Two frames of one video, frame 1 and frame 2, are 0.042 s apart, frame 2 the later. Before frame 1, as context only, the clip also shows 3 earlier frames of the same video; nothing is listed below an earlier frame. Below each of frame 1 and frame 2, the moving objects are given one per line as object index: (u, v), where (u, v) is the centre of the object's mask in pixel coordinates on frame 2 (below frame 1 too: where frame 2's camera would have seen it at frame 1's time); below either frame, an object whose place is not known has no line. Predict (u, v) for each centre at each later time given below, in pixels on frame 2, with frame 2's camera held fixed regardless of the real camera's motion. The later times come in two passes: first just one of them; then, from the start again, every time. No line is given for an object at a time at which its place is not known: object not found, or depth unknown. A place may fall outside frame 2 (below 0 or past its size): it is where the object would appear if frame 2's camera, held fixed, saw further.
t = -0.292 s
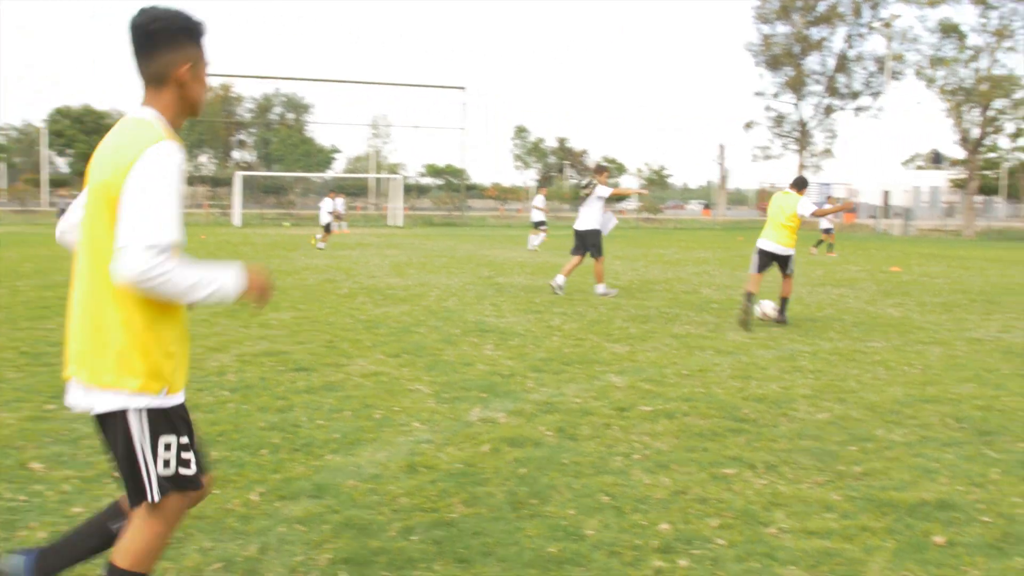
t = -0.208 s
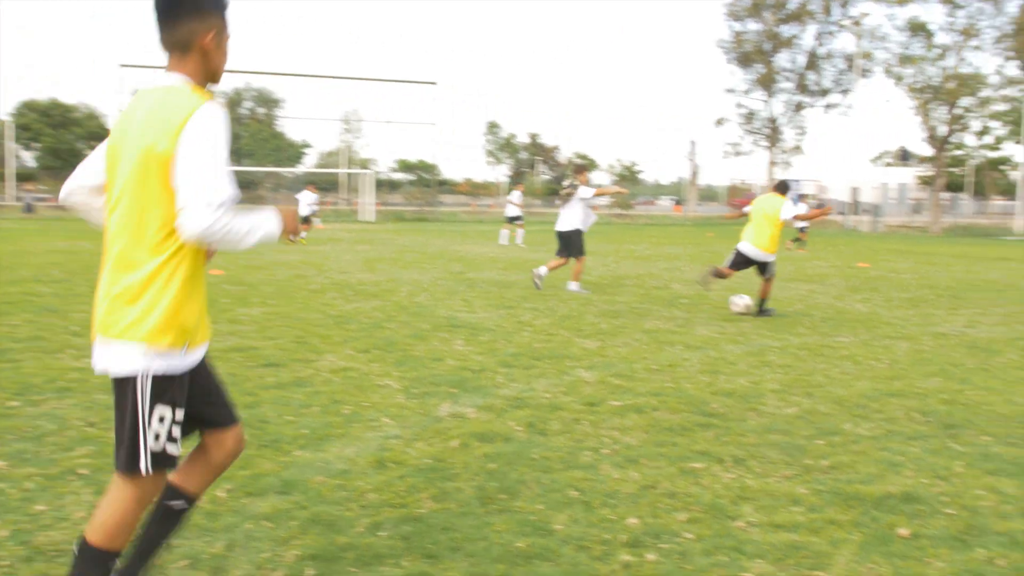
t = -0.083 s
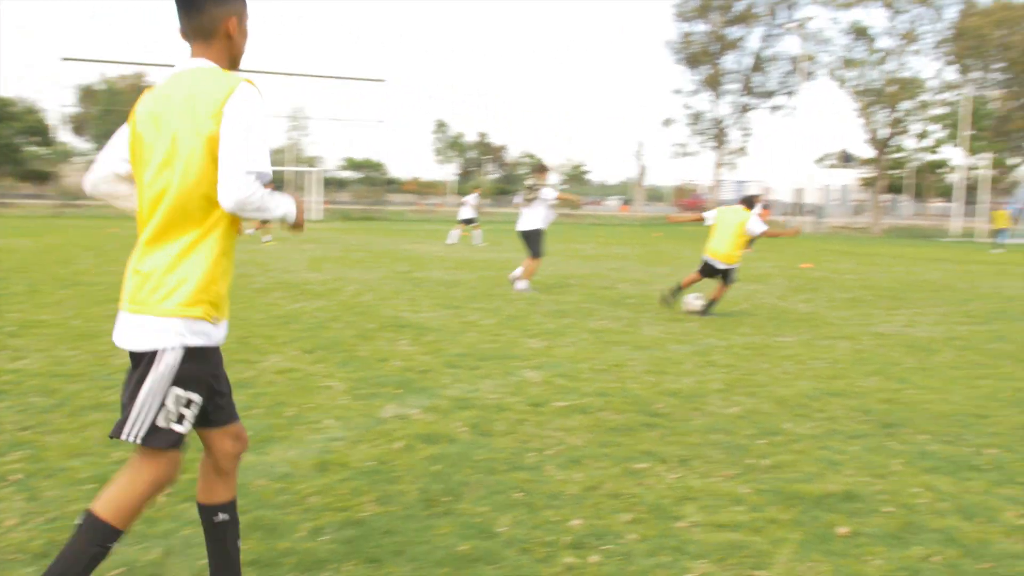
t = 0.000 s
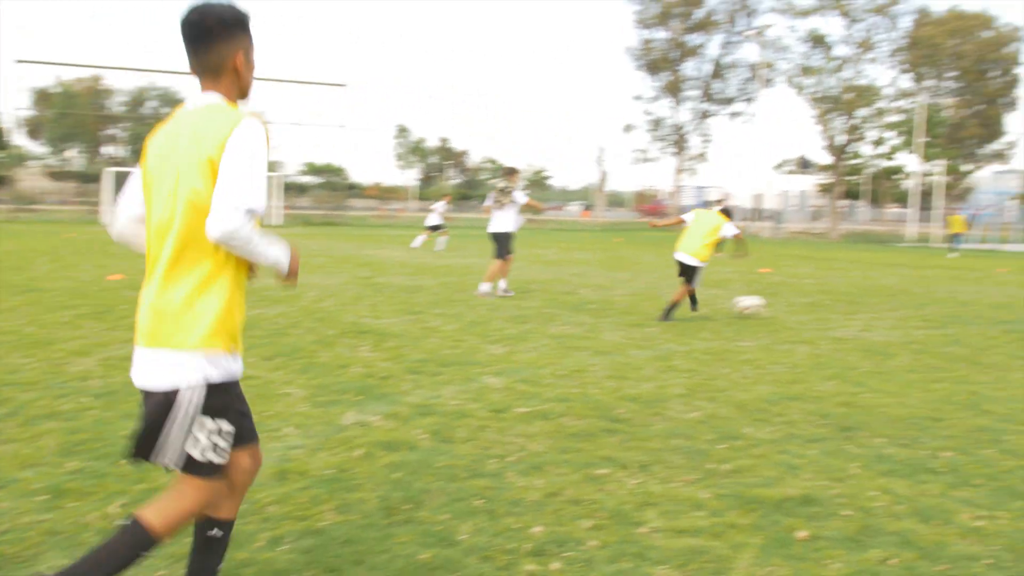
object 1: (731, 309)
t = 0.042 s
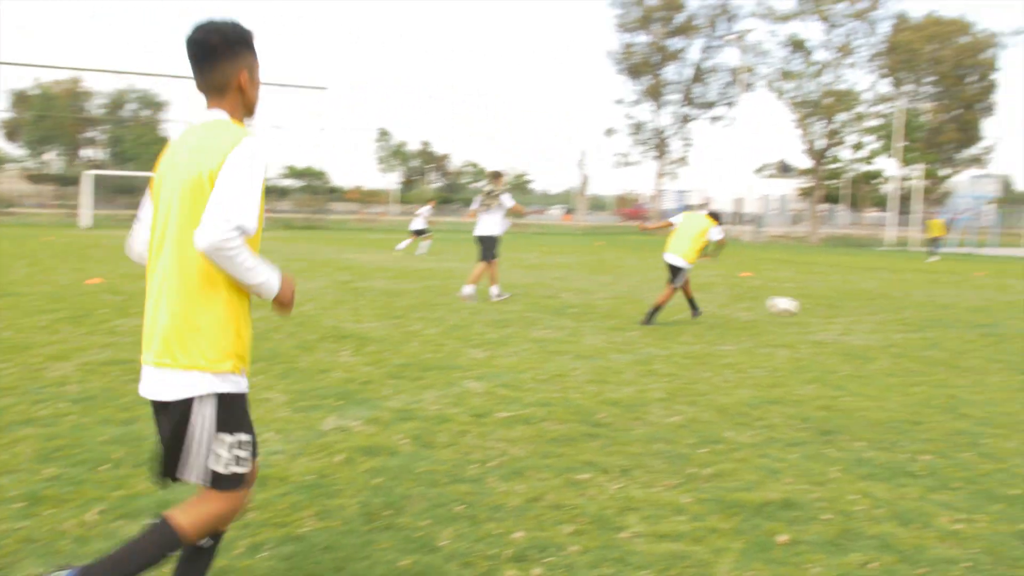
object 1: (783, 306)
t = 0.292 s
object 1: (1058, 311)
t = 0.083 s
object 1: (832, 305)
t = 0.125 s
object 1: (882, 305)
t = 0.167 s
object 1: (931, 308)
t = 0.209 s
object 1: (976, 313)
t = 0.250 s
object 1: (1020, 314)
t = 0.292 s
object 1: (1058, 311)
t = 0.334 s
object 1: (1094, 310)
